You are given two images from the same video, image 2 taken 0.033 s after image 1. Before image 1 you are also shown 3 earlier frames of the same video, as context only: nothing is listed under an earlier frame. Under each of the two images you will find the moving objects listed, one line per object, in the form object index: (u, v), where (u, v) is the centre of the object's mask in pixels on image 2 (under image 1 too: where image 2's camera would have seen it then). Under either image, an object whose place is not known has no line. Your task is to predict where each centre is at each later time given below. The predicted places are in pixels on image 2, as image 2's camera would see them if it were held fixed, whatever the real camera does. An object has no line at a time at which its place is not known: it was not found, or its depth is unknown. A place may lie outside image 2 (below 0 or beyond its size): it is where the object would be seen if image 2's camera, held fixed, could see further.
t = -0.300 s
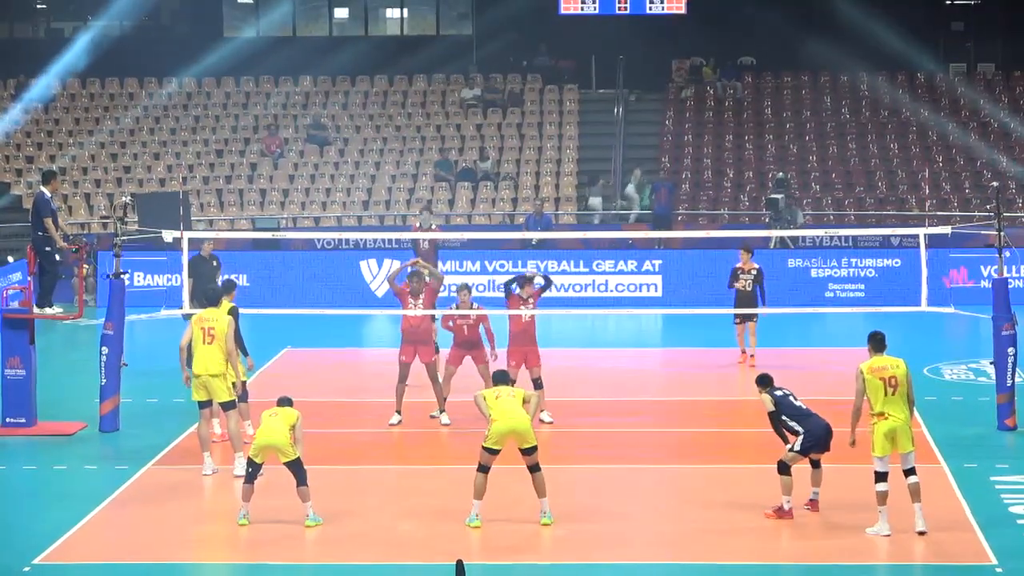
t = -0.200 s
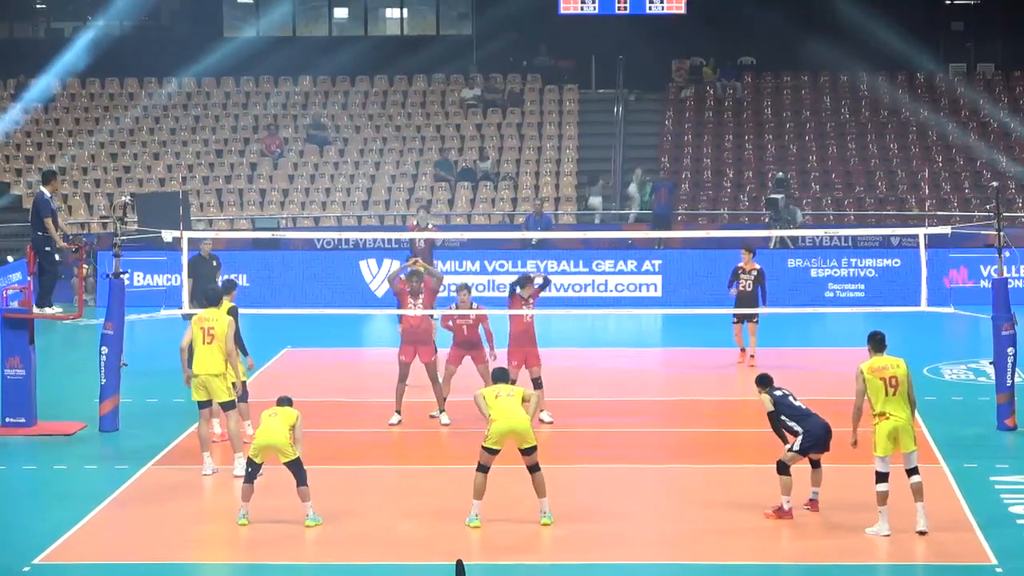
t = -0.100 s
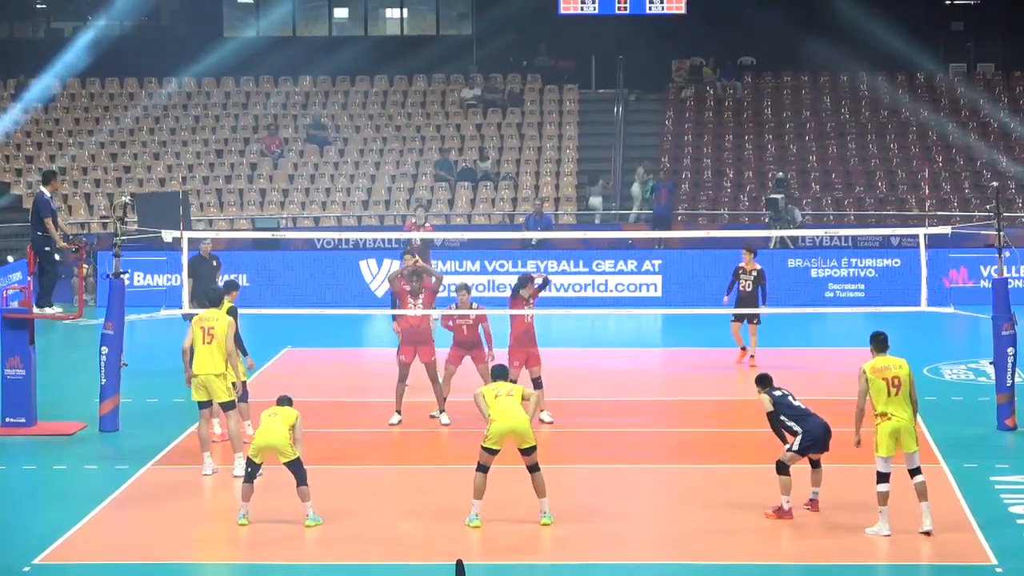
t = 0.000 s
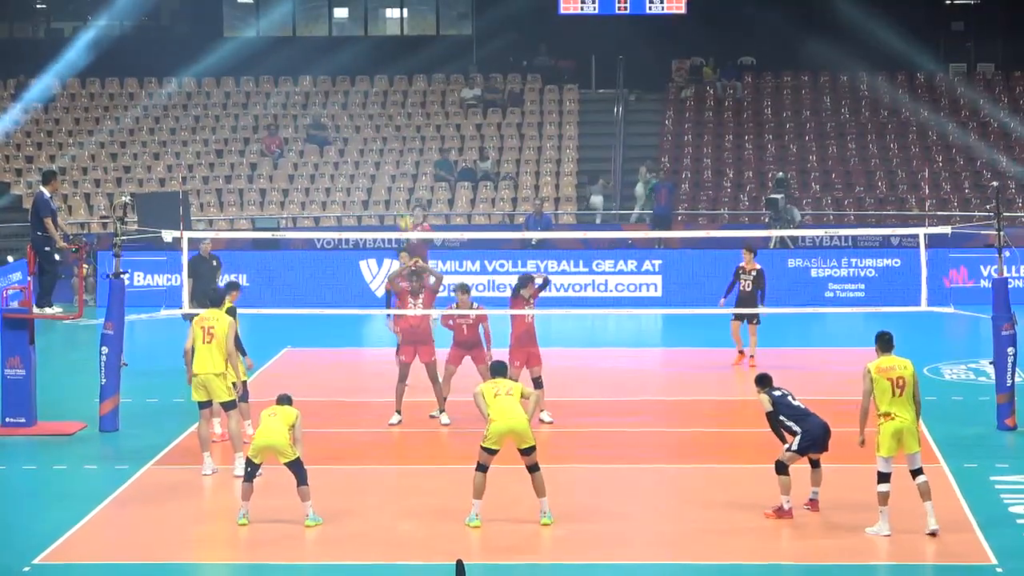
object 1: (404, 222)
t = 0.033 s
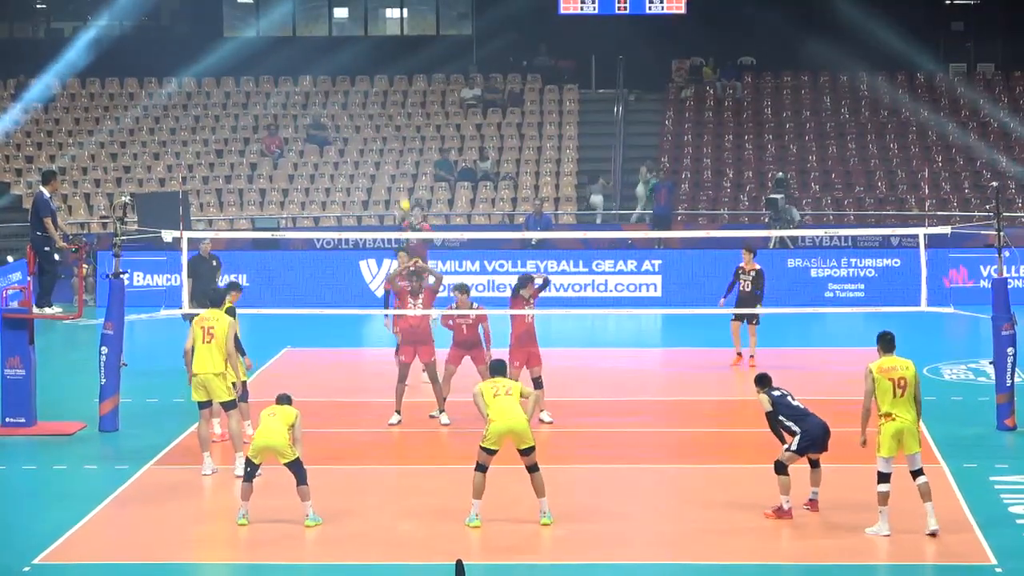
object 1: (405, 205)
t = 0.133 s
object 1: (402, 155)
